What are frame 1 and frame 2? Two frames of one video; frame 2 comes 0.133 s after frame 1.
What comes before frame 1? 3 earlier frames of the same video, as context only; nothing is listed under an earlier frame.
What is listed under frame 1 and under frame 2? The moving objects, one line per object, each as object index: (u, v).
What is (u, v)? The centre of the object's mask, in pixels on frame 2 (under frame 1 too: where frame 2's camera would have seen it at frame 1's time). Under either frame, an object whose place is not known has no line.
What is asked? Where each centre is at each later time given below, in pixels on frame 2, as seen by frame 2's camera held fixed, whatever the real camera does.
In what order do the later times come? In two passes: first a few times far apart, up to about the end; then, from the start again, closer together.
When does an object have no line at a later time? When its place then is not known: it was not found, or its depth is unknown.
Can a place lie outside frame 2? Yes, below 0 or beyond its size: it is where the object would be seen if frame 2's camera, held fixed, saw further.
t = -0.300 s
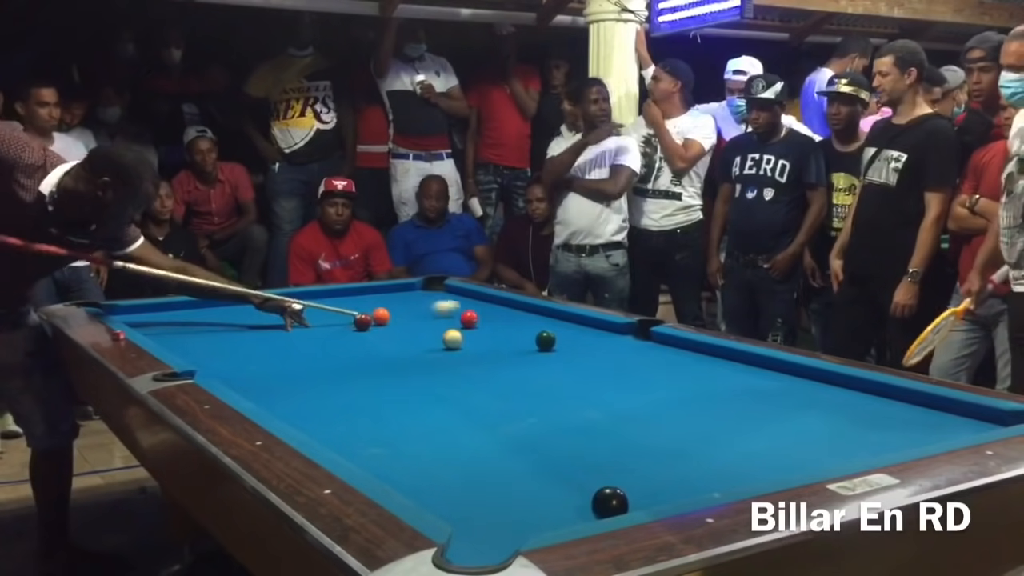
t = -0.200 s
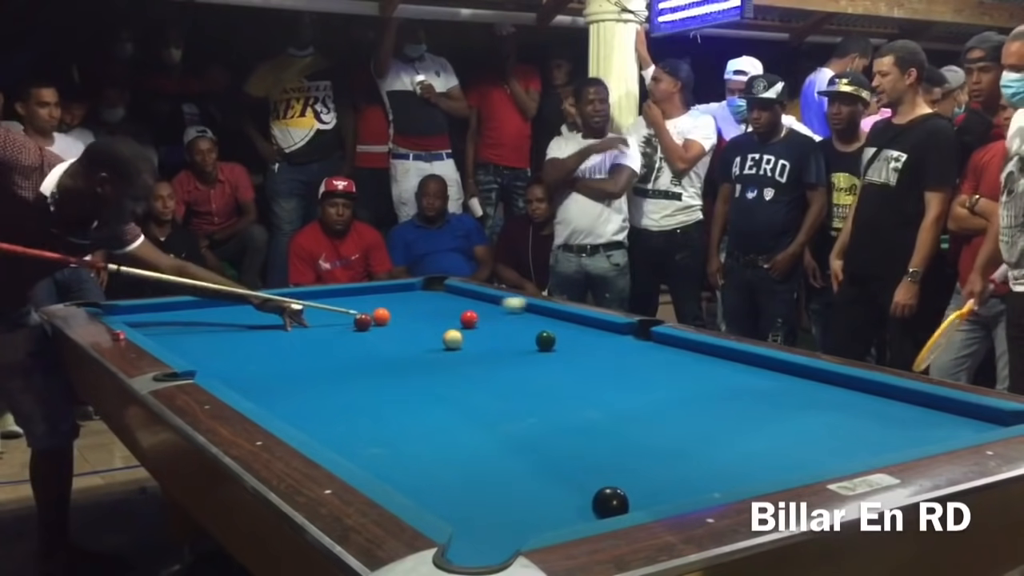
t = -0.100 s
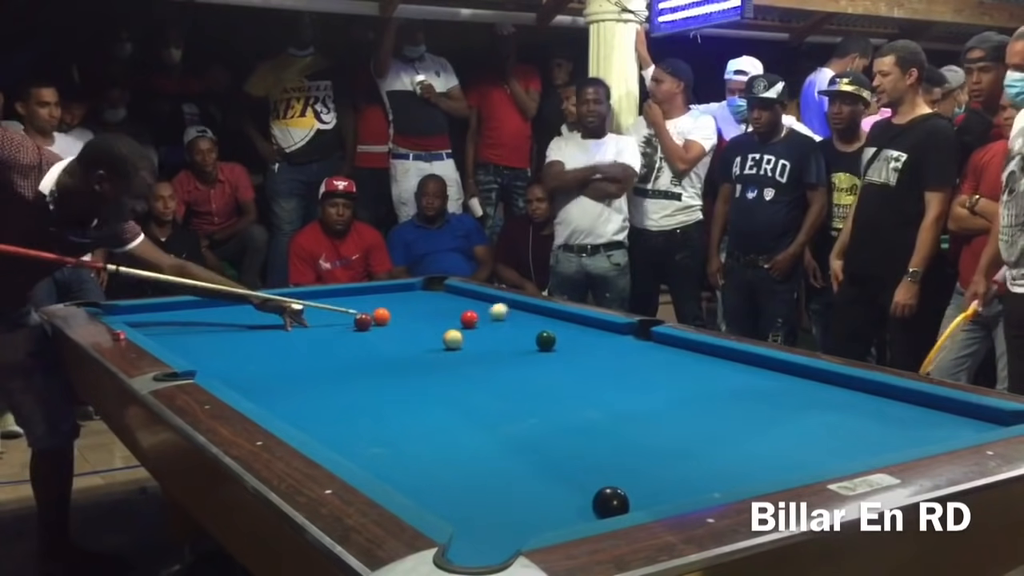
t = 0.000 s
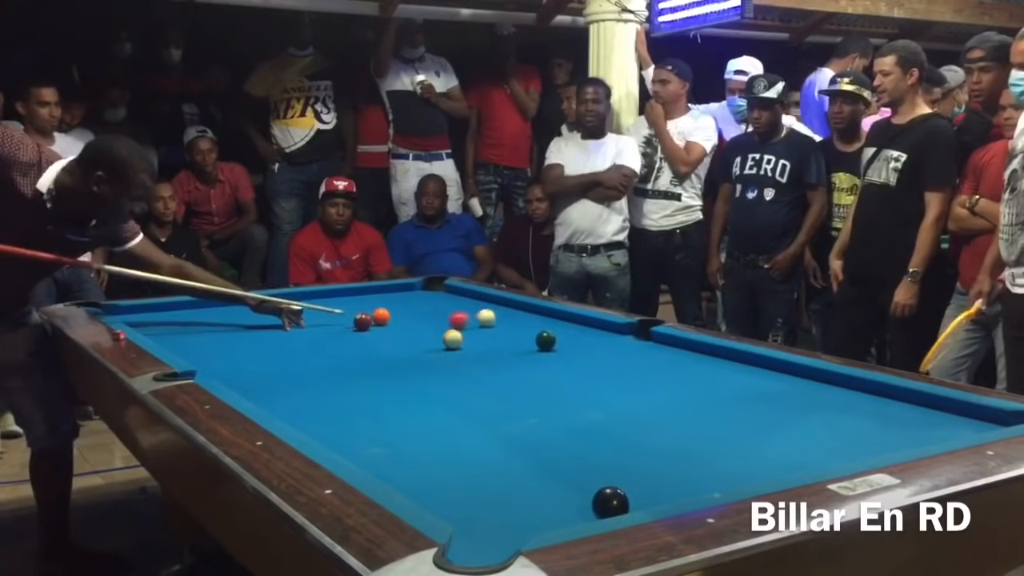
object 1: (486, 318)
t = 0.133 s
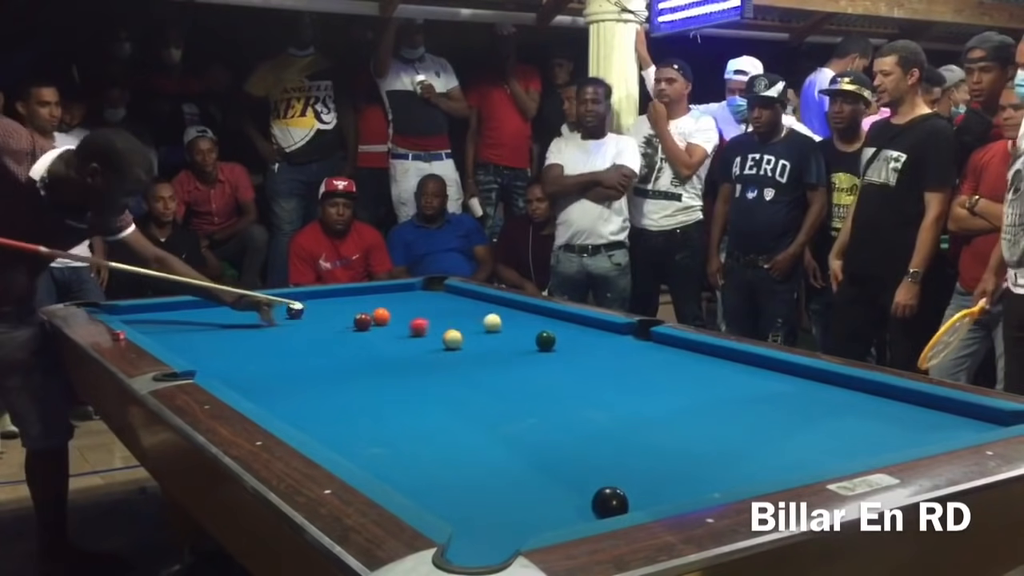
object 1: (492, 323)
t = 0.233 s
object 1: (495, 327)
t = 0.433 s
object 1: (501, 336)
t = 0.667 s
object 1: (508, 347)
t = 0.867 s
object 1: (515, 358)
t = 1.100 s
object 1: (523, 371)
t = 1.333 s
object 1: (531, 384)
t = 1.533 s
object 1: (539, 397)
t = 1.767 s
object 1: (548, 413)
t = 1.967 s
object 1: (557, 427)
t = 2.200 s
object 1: (566, 445)
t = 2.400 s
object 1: (575, 462)
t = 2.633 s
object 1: (585, 481)
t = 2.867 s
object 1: (587, 495)
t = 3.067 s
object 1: (577, 501)
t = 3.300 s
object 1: (559, 504)
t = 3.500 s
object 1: (545, 505)
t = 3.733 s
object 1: (530, 506)
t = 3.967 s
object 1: (518, 506)
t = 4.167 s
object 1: (510, 507)
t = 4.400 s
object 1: (504, 507)
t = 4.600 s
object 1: (500, 507)
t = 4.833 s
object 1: (498, 507)
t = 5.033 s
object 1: (499, 507)
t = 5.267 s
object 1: (499, 507)
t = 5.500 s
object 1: (499, 507)
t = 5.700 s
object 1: (499, 507)
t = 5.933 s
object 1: (498, 507)
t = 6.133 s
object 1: (499, 507)
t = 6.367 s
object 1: (501, 506)
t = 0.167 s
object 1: (493, 324)
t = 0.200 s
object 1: (494, 326)
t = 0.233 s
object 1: (495, 327)
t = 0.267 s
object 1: (496, 329)
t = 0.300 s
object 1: (497, 330)
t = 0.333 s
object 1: (498, 332)
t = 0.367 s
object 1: (499, 333)
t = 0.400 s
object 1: (500, 335)
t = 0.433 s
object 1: (501, 336)
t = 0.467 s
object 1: (502, 338)
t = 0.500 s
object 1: (503, 339)
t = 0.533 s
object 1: (504, 341)
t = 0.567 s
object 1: (505, 343)
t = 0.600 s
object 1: (506, 344)
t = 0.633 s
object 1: (507, 346)
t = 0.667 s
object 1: (508, 347)
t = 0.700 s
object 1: (509, 349)
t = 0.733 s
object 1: (510, 351)
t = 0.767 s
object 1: (511, 352)
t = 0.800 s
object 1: (513, 354)
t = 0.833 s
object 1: (513, 356)
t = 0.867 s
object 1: (515, 358)
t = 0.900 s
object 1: (516, 359)
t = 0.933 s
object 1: (517, 361)
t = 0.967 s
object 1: (518, 363)
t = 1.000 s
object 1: (520, 365)
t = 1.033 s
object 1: (520, 367)
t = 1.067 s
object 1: (521, 368)
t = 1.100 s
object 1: (523, 371)
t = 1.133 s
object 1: (524, 372)
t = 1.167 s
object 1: (525, 374)
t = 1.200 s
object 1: (526, 376)
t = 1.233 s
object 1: (527, 378)
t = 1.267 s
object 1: (528, 380)
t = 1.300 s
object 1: (530, 382)
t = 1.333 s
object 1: (531, 384)
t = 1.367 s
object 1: (532, 386)
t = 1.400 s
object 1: (534, 389)
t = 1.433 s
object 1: (535, 391)
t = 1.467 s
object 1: (536, 393)
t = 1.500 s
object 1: (538, 395)
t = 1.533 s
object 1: (539, 397)
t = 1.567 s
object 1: (540, 399)
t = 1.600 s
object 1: (542, 401)
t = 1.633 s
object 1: (543, 403)
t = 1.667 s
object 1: (544, 406)
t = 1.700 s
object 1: (546, 408)
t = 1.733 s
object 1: (547, 410)
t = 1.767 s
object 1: (548, 413)
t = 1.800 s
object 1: (549, 415)
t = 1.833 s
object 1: (551, 418)
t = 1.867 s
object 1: (552, 420)
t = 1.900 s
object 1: (554, 423)
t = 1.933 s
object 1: (555, 425)
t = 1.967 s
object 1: (557, 427)
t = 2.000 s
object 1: (558, 430)
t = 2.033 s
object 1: (559, 432)
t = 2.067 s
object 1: (560, 434)
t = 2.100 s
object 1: (562, 437)
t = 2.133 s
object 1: (563, 440)
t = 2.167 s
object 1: (565, 443)
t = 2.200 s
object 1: (566, 445)
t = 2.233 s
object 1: (568, 448)
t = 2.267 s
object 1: (569, 451)
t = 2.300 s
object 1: (571, 453)
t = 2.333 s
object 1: (572, 456)
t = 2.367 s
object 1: (574, 459)
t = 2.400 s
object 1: (575, 462)
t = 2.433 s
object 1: (577, 465)
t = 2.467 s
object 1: (578, 467)
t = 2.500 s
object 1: (580, 471)
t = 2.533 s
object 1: (581, 474)
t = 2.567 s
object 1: (583, 476)
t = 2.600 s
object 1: (585, 479)
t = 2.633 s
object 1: (585, 481)
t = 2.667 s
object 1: (586, 484)
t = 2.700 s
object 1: (587, 486)
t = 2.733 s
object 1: (588, 488)
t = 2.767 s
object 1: (588, 490)
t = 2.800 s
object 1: (588, 492)
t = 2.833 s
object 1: (587, 494)
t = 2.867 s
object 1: (587, 495)
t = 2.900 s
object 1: (585, 497)
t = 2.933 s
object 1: (584, 498)
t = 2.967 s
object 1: (582, 498)
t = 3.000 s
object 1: (581, 499)
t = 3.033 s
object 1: (579, 500)
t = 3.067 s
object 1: (577, 501)
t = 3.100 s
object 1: (575, 501)
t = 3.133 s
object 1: (573, 502)
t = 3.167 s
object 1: (570, 502)
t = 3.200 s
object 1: (567, 503)
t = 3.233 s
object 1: (565, 504)
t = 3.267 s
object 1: (562, 504)
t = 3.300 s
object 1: (559, 504)
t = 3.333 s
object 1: (557, 504)
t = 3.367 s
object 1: (554, 504)
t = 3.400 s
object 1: (552, 504)
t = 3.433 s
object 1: (549, 504)
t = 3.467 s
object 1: (547, 505)
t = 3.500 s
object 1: (545, 505)
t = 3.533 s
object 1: (542, 505)
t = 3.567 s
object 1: (540, 505)
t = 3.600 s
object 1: (538, 505)
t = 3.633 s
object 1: (536, 505)
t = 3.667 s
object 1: (534, 506)
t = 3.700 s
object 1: (531, 506)
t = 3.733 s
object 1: (530, 506)
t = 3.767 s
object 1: (528, 506)
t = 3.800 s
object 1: (526, 506)
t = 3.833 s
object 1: (524, 506)
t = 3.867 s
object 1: (522, 506)
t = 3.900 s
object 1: (521, 506)
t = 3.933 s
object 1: (519, 506)
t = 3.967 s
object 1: (518, 506)
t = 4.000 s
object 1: (516, 507)
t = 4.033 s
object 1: (515, 507)
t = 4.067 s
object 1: (513, 507)
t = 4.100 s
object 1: (512, 507)
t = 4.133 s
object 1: (511, 507)
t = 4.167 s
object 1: (510, 507)
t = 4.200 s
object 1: (509, 507)
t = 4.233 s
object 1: (507, 507)
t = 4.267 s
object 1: (507, 507)
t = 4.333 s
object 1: (506, 507)
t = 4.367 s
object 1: (505, 507)
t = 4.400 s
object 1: (504, 507)
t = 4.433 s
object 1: (503, 507)
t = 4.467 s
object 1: (502, 507)
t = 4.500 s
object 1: (502, 507)
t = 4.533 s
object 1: (501, 507)
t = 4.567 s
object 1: (501, 507)
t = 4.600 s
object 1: (500, 507)
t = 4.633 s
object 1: (500, 507)
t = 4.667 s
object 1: (499, 507)
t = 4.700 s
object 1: (499, 507)
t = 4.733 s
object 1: (499, 507)
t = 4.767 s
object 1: (499, 507)
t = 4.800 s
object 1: (499, 507)
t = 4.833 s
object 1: (498, 507)
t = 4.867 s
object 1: (498, 507)
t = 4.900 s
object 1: (499, 507)
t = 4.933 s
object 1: (498, 507)
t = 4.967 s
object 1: (498, 508)
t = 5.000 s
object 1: (498, 507)
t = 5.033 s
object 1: (499, 507)
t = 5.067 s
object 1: (499, 507)
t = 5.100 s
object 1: (499, 507)
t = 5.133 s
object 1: (499, 507)
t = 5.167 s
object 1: (499, 507)
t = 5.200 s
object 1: (499, 507)
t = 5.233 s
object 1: (499, 507)
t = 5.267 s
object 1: (499, 507)
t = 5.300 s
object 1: (498, 507)
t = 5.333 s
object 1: (498, 507)
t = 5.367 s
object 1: (499, 508)
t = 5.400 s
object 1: (499, 508)
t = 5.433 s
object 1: (498, 507)
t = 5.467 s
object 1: (498, 507)
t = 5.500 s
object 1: (499, 507)
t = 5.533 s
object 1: (499, 507)
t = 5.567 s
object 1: (498, 507)
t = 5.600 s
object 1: (498, 507)
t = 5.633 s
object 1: (499, 507)
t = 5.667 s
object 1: (499, 507)
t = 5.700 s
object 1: (499, 507)
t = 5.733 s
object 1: (498, 507)
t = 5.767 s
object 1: (499, 507)
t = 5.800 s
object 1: (499, 507)
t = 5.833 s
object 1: (499, 507)
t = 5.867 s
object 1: (499, 507)
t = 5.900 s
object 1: (499, 507)
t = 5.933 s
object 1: (498, 507)
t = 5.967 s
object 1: (499, 507)
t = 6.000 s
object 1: (499, 507)
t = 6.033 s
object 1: (499, 507)
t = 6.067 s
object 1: (499, 507)
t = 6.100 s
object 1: (499, 507)
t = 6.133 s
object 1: (499, 507)
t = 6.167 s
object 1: (500, 507)
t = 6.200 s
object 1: (498, 505)
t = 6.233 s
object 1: (498, 507)
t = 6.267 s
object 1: (499, 507)
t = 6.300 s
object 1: (499, 507)
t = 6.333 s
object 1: (499, 507)
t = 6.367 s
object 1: (501, 506)
